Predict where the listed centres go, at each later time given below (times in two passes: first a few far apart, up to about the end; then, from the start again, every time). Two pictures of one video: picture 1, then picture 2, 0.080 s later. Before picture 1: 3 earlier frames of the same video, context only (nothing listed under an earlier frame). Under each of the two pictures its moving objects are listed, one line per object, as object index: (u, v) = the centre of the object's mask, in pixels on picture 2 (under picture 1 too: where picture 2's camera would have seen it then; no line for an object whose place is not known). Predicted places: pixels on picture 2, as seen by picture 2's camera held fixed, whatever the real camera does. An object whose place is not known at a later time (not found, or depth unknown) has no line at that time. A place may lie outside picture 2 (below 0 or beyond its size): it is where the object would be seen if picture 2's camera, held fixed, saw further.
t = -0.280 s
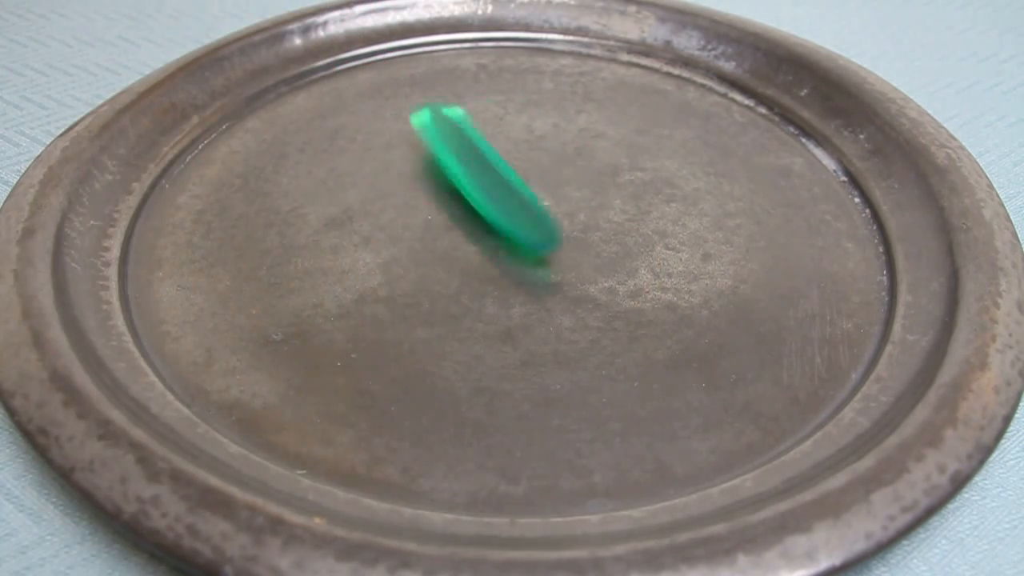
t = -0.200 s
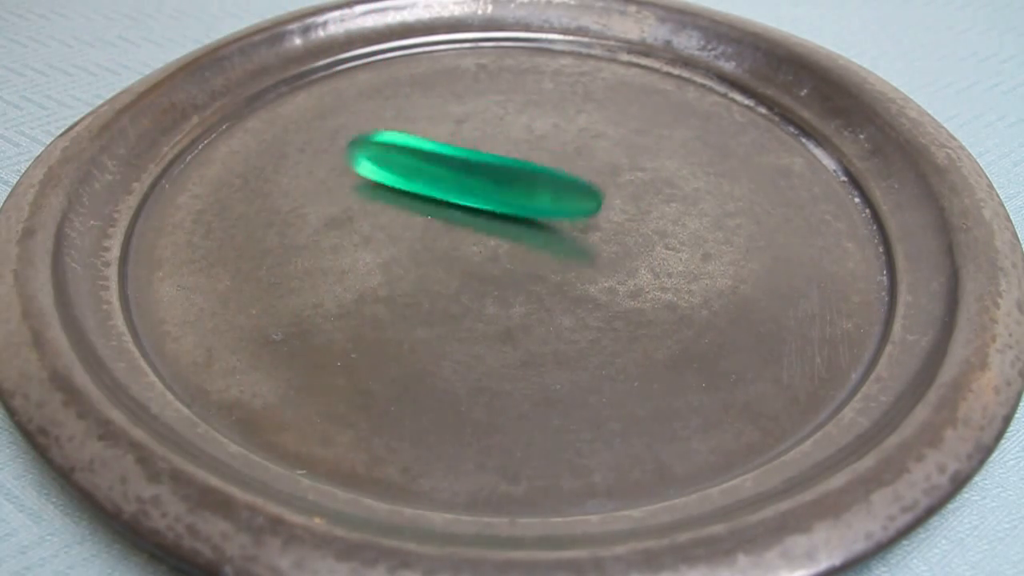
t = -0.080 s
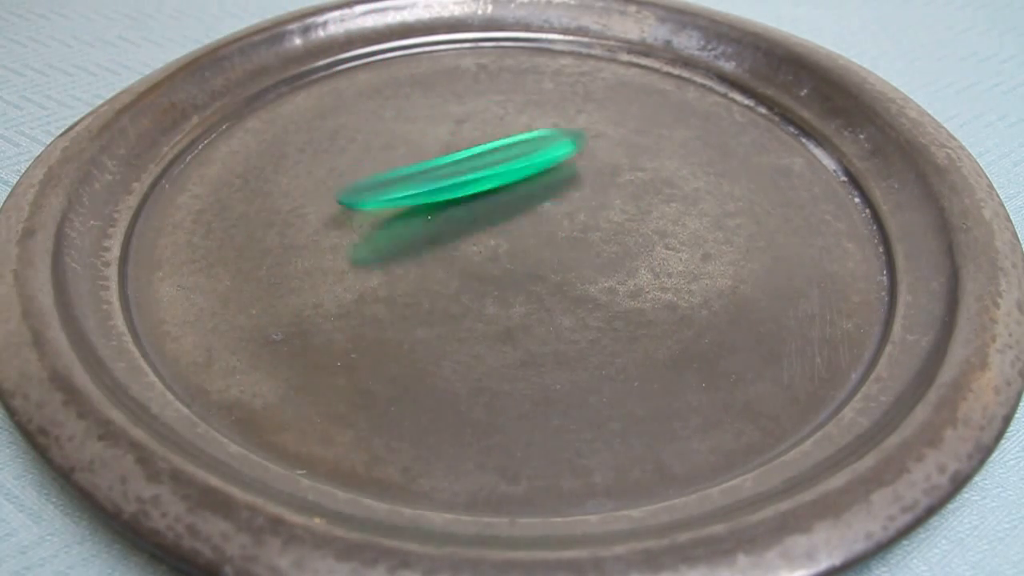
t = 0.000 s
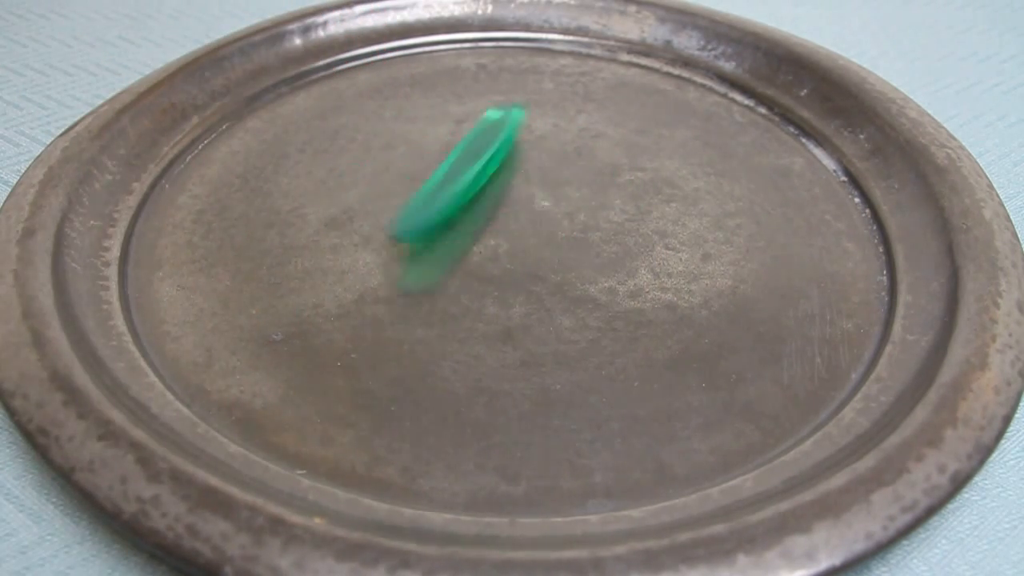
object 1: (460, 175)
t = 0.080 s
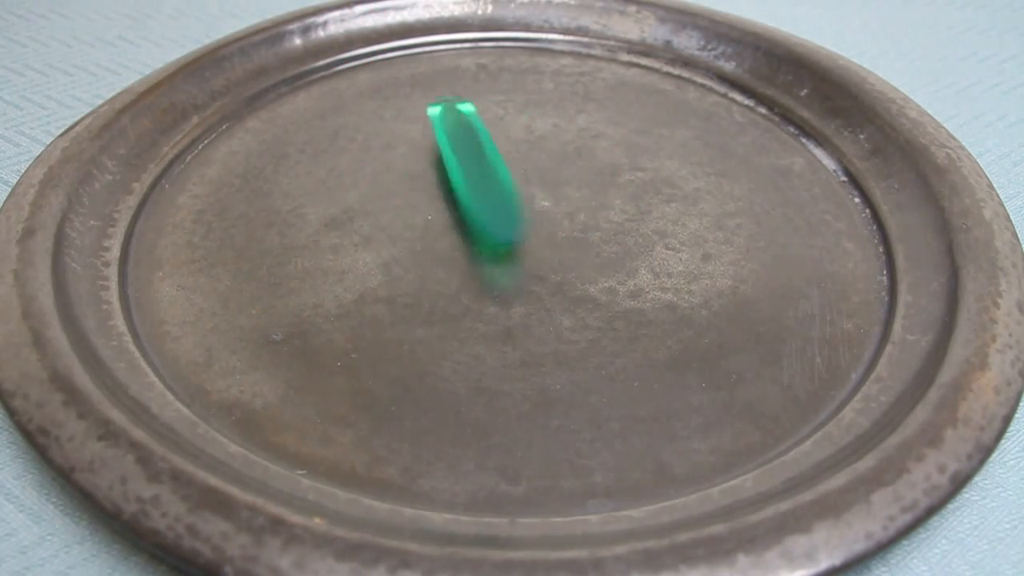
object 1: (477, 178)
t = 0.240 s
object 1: (481, 171)
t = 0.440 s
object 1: (474, 178)
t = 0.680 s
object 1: (473, 167)
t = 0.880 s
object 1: (489, 182)
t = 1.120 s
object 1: (473, 172)
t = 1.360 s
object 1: (486, 175)
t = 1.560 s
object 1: (476, 174)
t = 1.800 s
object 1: (474, 175)
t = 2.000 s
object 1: (481, 172)
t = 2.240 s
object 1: (468, 180)
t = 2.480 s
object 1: (479, 168)
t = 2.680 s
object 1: (477, 179)
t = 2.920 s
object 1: (482, 173)
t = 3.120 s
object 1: (474, 176)
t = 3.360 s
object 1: (475, 177)
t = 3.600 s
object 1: (472, 172)
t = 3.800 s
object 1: (479, 183)
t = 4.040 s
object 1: (480, 176)
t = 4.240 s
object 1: (470, 178)
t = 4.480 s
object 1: (487, 180)
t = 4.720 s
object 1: (476, 175)
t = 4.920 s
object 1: (475, 181)
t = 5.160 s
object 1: (488, 181)
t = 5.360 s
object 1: (477, 178)
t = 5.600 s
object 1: (476, 183)
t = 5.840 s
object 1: (488, 181)
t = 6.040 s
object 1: (481, 178)
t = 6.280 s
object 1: (473, 182)
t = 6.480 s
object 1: (482, 186)
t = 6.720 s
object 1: (489, 183)
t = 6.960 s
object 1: (483, 180)
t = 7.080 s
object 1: (481, 180)
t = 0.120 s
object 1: (486, 171)
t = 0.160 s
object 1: (489, 170)
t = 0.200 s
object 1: (482, 170)
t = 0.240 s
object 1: (481, 171)
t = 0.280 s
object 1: (481, 172)
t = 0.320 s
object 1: (480, 175)
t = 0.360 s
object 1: (478, 177)
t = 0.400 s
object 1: (477, 178)
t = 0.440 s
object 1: (474, 178)
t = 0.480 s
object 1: (470, 178)
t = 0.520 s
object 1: (468, 175)
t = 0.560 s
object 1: (472, 174)
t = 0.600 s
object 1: (476, 171)
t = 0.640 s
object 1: (475, 168)
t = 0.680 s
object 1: (473, 167)
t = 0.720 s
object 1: (469, 167)
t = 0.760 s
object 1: (467, 170)
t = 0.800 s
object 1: (472, 173)
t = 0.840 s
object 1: (481, 179)
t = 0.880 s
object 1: (489, 182)
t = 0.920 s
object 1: (489, 177)
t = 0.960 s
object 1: (485, 177)
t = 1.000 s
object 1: (482, 176)
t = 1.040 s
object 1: (478, 174)
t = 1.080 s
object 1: (476, 173)
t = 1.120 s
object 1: (473, 172)
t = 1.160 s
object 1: (470, 172)
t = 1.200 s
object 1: (467, 172)
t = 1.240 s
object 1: (465, 174)
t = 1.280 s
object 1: (470, 173)
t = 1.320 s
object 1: (477, 178)
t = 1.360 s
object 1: (486, 175)
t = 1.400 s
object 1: (491, 175)
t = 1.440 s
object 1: (490, 172)
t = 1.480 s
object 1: (486, 171)
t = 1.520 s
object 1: (480, 172)
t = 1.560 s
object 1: (476, 174)
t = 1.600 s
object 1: (474, 175)
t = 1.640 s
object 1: (471, 175)
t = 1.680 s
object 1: (467, 175)
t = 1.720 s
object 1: (466, 175)
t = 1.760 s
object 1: (469, 175)
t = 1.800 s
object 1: (474, 175)
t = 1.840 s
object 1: (482, 173)
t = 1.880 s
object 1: (488, 174)
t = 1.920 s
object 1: (486, 172)
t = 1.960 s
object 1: (483, 171)
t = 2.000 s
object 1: (481, 172)
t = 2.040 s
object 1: (478, 174)
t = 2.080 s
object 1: (476, 175)
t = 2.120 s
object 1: (475, 176)
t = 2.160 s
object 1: (472, 177)
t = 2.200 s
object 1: (470, 178)
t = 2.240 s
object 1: (468, 180)
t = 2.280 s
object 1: (468, 181)
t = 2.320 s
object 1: (473, 175)
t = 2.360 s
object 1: (479, 173)
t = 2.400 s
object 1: (483, 171)
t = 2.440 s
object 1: (483, 170)
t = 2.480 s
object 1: (479, 168)
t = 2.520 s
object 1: (476, 169)
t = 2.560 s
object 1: (474, 171)
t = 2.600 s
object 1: (473, 176)
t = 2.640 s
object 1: (477, 178)
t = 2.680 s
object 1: (477, 179)
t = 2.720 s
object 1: (477, 178)
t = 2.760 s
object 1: (476, 179)
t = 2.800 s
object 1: (476, 177)
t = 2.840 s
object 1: (479, 177)
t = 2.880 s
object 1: (483, 176)
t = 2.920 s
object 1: (482, 173)
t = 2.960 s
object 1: (480, 172)
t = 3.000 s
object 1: (477, 173)
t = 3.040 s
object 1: (476, 173)
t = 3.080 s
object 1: (474, 175)
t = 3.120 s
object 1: (474, 176)
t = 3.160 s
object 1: (474, 178)
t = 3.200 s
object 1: (475, 179)
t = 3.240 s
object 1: (474, 178)
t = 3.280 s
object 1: (474, 182)
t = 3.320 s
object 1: (474, 179)
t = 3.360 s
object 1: (475, 177)
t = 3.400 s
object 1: (477, 176)
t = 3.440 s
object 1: (478, 174)
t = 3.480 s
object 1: (479, 173)
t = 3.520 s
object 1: (477, 171)
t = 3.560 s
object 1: (475, 170)
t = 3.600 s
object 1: (472, 172)
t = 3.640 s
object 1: (471, 174)
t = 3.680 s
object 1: (471, 177)
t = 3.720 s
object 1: (474, 179)
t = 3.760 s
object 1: (475, 181)
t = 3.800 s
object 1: (479, 183)
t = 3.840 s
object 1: (481, 182)
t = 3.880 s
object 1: (483, 179)
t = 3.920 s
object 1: (485, 180)
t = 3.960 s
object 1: (485, 178)
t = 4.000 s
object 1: (483, 177)
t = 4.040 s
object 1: (480, 176)
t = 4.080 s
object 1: (478, 176)
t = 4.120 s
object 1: (475, 176)
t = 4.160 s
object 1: (473, 176)
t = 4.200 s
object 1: (472, 177)
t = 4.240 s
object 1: (470, 178)
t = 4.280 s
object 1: (470, 179)
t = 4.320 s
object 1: (473, 178)
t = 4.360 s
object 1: (475, 179)
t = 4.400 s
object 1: (479, 183)
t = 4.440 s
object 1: (483, 179)
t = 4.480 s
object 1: (487, 180)
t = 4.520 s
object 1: (487, 179)
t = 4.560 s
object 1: (485, 177)
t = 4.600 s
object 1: (483, 177)
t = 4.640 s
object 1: (481, 176)
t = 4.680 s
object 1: (479, 175)
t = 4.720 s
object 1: (476, 175)
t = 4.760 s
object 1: (474, 176)
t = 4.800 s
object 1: (472, 178)
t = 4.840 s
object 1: (471, 179)
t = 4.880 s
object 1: (472, 180)
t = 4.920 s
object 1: (475, 181)
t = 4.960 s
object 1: (479, 184)
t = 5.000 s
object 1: (484, 187)
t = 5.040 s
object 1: (487, 184)
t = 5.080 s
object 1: (489, 182)
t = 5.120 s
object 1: (489, 182)
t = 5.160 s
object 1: (488, 181)
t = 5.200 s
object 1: (486, 180)
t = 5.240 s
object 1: (483, 179)
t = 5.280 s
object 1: (482, 178)
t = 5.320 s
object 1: (480, 178)
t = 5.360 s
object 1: (477, 178)
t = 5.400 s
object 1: (476, 179)
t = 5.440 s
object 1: (476, 179)
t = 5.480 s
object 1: (473, 181)
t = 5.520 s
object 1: (474, 181)
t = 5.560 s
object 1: (475, 182)
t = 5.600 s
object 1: (476, 183)
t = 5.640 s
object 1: (478, 183)
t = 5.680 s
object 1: (480, 187)
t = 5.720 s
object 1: (483, 183)
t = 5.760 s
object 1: (486, 184)
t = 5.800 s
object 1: (487, 182)
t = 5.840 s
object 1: (488, 181)
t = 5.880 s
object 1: (488, 180)
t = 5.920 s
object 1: (486, 180)
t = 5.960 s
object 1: (484, 179)
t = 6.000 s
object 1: (482, 178)
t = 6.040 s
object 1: (481, 178)
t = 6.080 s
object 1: (479, 178)
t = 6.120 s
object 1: (477, 178)
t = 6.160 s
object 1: (476, 178)
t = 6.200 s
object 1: (474, 180)
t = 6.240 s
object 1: (474, 181)
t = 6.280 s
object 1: (473, 182)
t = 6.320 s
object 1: (474, 183)
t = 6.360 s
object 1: (475, 184)
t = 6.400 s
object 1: (477, 184)
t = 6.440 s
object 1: (480, 185)
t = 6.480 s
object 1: (482, 186)
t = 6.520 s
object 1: (484, 184)
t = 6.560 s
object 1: (485, 184)
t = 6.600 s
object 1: (486, 184)
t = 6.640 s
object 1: (488, 184)
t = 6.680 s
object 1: (489, 185)
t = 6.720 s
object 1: (489, 183)
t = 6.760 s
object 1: (489, 183)
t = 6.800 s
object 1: (489, 182)
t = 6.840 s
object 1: (488, 181)
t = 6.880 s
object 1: (487, 181)
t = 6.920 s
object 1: (485, 181)
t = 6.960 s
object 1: (483, 180)
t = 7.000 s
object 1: (482, 180)
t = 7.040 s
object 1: (482, 180)
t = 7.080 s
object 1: (481, 180)
